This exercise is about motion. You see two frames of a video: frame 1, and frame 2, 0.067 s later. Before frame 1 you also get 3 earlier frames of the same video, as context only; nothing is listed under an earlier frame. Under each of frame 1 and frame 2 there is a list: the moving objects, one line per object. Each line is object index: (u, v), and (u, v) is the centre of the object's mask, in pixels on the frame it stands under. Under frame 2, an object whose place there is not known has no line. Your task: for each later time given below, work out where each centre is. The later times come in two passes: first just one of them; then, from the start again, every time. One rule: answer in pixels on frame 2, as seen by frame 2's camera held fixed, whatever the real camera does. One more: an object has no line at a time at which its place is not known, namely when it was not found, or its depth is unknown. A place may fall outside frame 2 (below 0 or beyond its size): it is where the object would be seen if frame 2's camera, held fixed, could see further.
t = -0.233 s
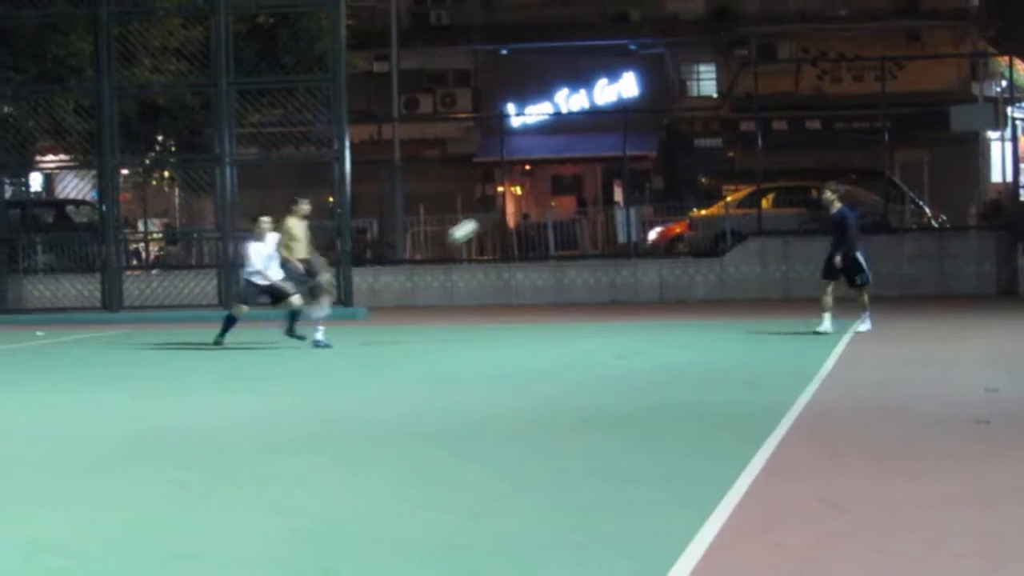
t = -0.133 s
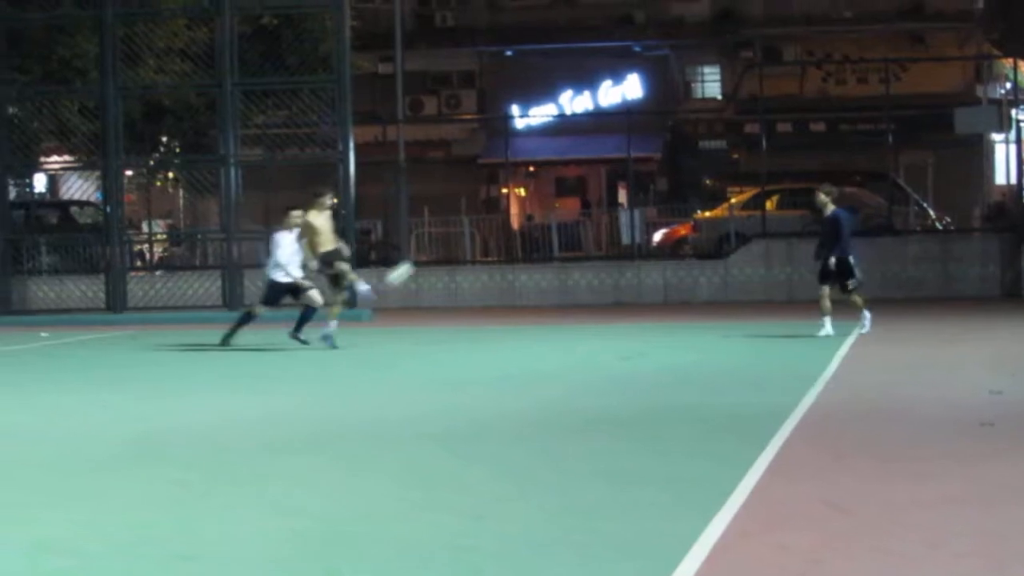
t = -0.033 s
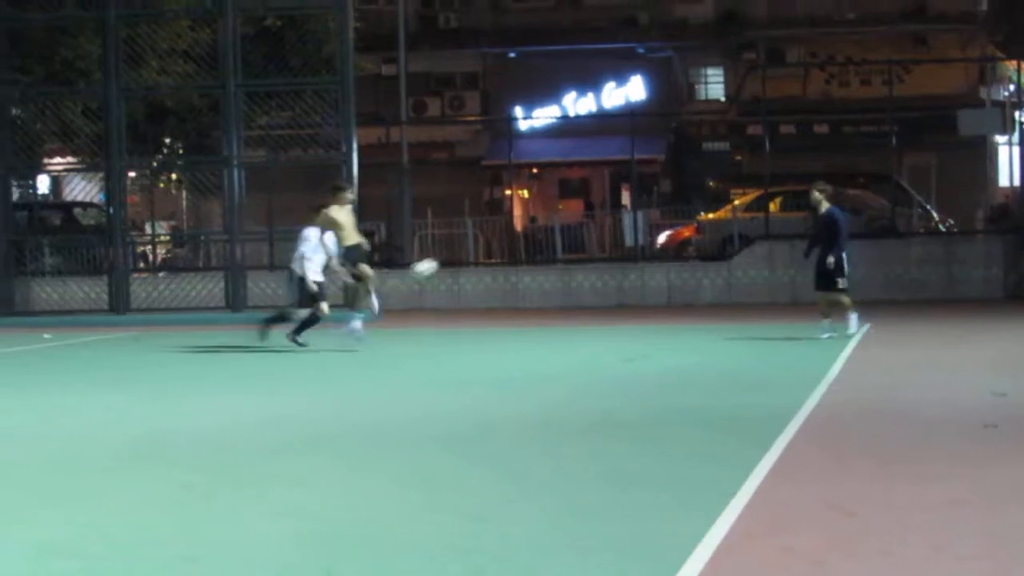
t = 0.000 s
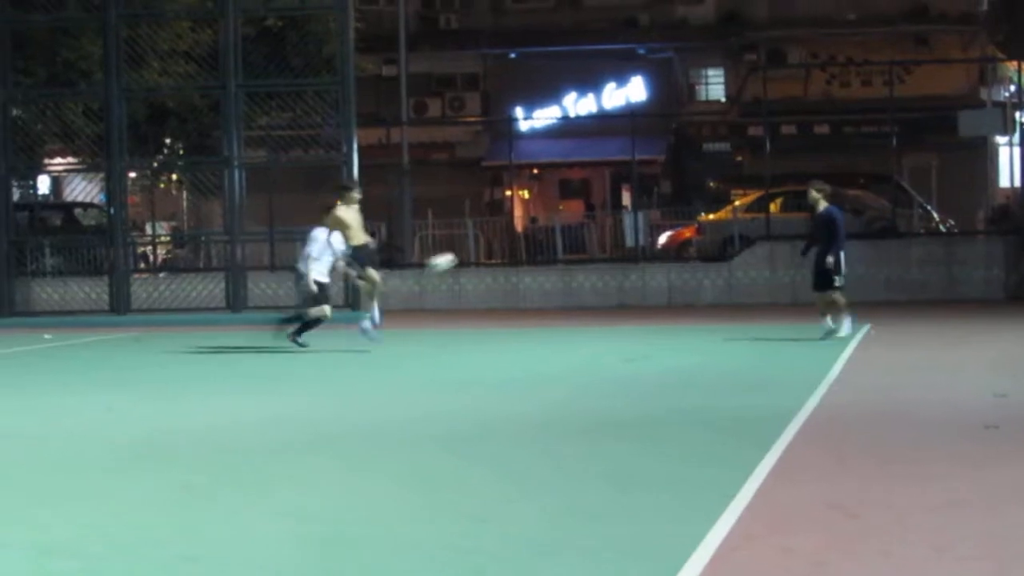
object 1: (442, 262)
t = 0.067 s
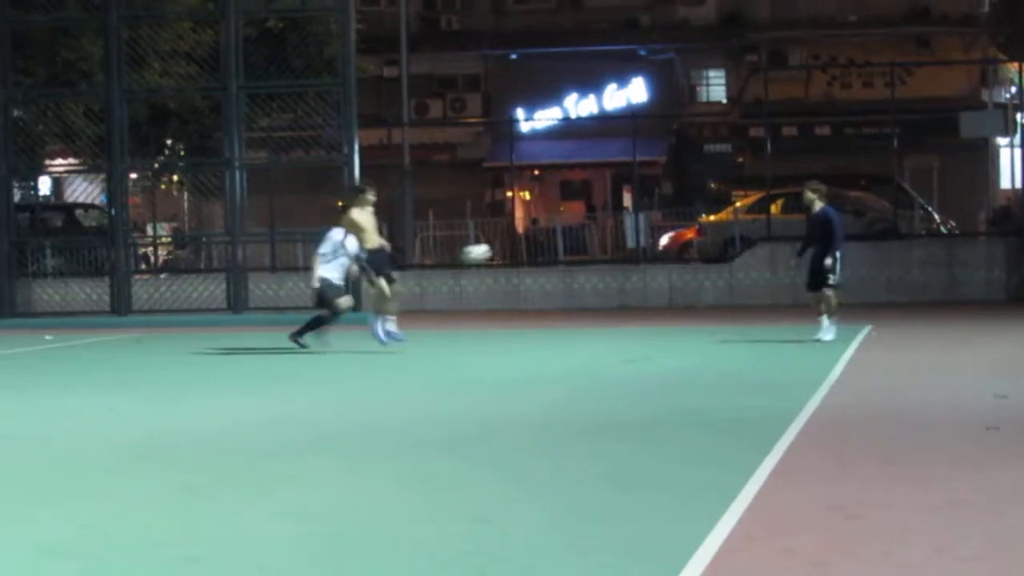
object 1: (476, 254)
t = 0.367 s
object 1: (635, 254)
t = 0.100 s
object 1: (495, 249)
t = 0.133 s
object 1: (511, 247)
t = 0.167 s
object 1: (528, 245)
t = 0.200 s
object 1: (545, 244)
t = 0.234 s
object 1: (563, 244)
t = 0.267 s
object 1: (581, 245)
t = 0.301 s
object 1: (599, 248)
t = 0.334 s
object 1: (616, 250)
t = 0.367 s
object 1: (635, 254)
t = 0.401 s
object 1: (653, 257)
